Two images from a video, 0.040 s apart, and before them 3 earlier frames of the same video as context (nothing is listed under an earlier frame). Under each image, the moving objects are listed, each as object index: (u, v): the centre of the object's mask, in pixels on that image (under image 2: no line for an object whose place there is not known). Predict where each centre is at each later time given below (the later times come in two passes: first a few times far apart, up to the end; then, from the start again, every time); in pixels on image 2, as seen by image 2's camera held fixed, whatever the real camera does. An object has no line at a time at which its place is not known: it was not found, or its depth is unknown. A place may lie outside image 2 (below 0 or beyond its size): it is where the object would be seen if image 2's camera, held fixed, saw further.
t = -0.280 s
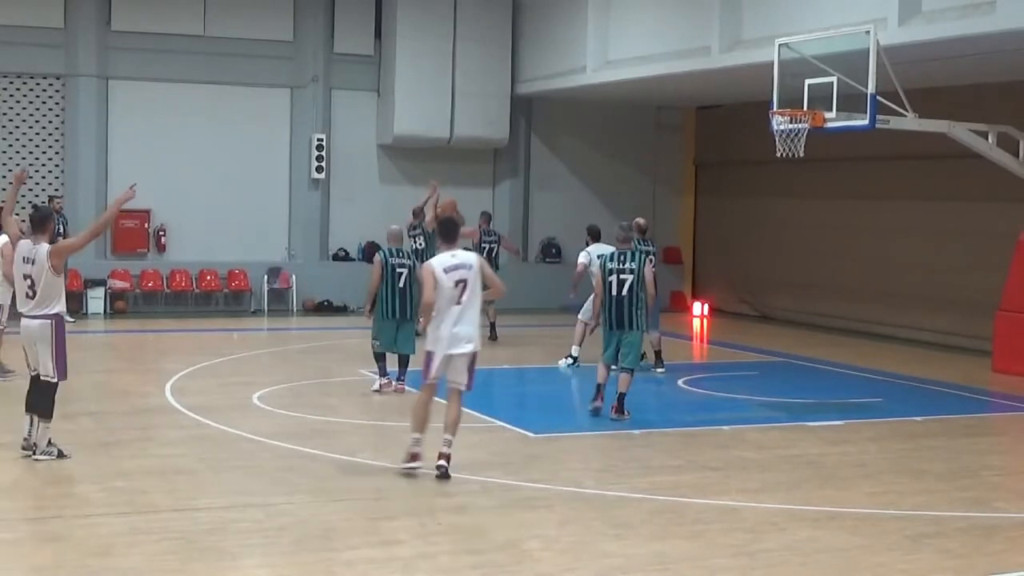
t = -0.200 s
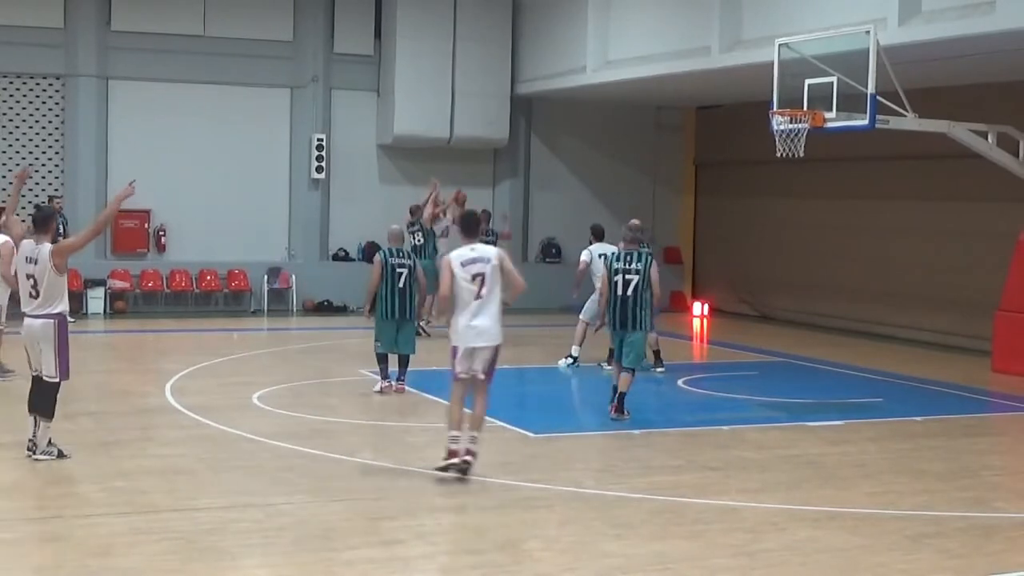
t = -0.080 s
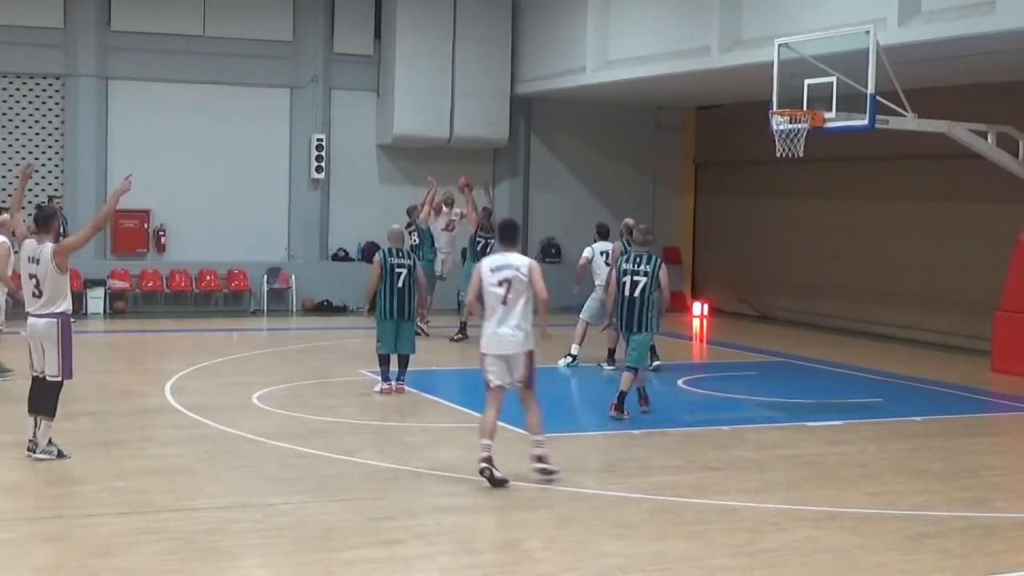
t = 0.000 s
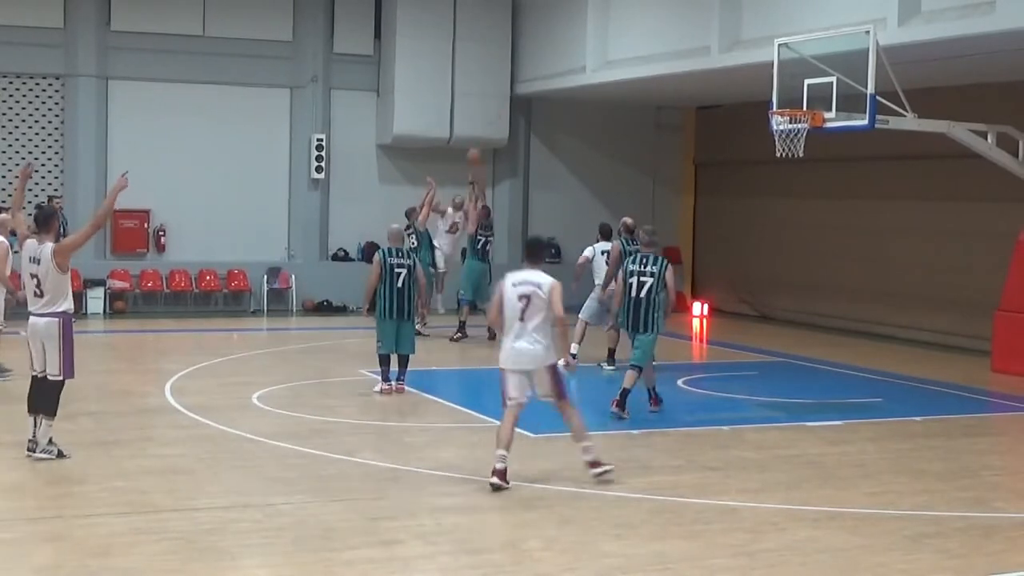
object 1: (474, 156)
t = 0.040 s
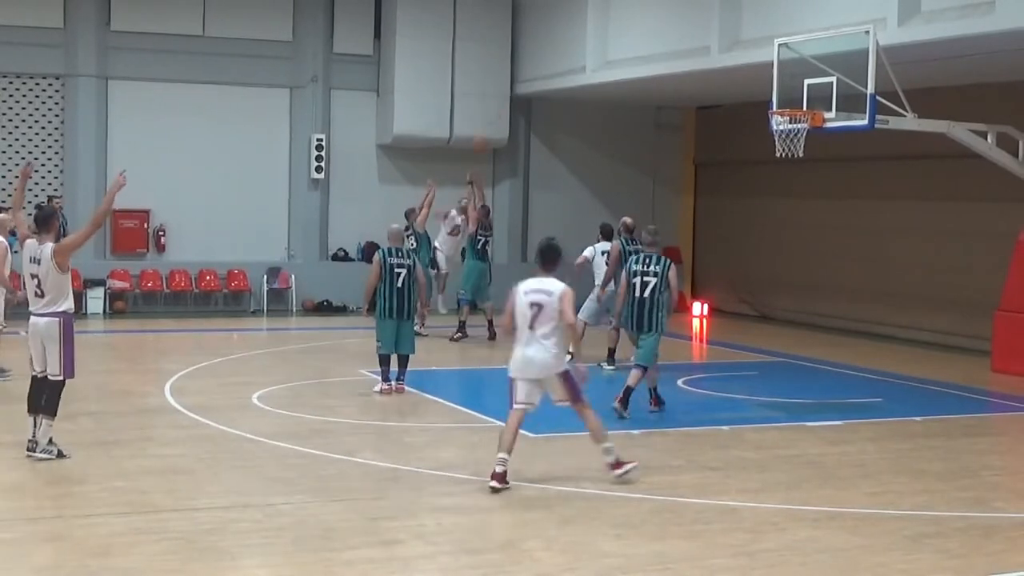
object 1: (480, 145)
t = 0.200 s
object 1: (502, 96)
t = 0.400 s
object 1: (531, 56)
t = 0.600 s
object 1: (559, 44)
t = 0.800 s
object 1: (590, 62)
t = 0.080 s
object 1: (486, 129)
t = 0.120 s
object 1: (491, 117)
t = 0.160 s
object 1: (497, 106)
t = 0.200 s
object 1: (502, 96)
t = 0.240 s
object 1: (507, 85)
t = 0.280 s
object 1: (514, 76)
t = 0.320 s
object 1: (520, 68)
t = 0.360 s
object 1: (526, 61)
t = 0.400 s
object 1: (531, 56)
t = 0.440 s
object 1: (538, 51)
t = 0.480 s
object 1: (543, 48)
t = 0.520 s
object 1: (548, 46)
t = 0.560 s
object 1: (554, 44)
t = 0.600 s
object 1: (559, 44)
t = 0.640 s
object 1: (565, 45)
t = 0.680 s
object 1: (572, 47)
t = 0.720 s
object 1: (578, 51)
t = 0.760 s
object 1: (584, 56)
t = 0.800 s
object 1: (590, 62)
